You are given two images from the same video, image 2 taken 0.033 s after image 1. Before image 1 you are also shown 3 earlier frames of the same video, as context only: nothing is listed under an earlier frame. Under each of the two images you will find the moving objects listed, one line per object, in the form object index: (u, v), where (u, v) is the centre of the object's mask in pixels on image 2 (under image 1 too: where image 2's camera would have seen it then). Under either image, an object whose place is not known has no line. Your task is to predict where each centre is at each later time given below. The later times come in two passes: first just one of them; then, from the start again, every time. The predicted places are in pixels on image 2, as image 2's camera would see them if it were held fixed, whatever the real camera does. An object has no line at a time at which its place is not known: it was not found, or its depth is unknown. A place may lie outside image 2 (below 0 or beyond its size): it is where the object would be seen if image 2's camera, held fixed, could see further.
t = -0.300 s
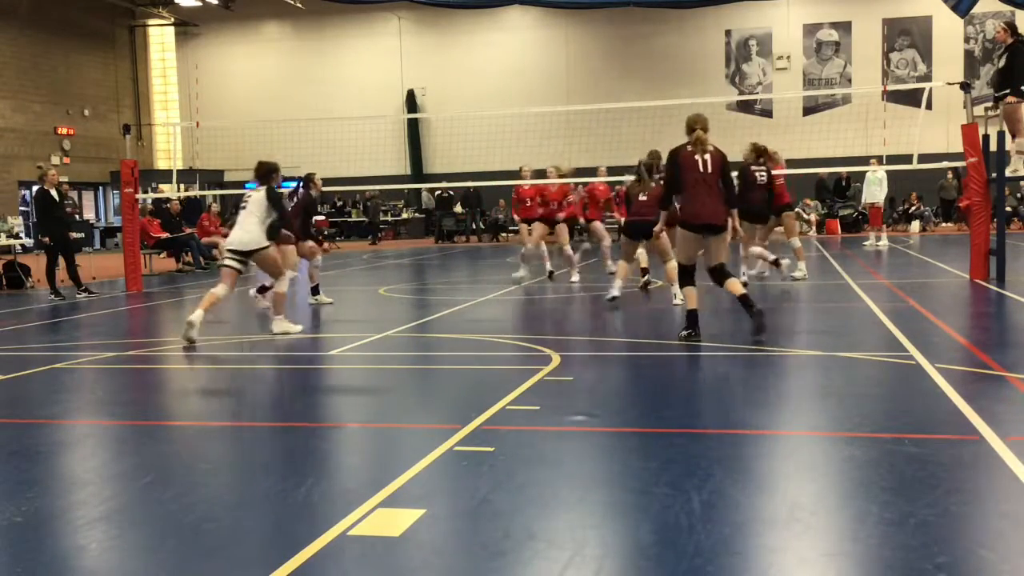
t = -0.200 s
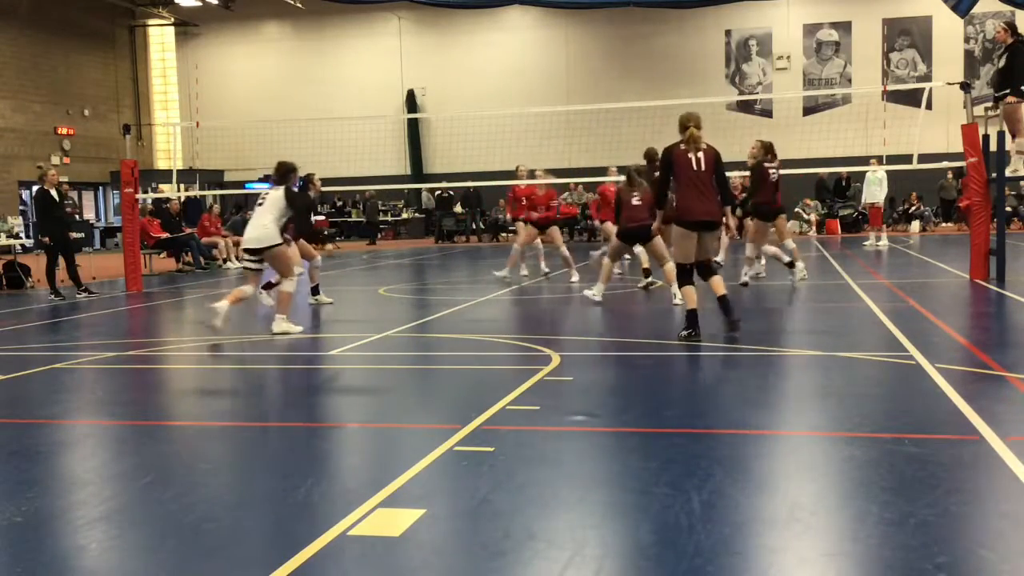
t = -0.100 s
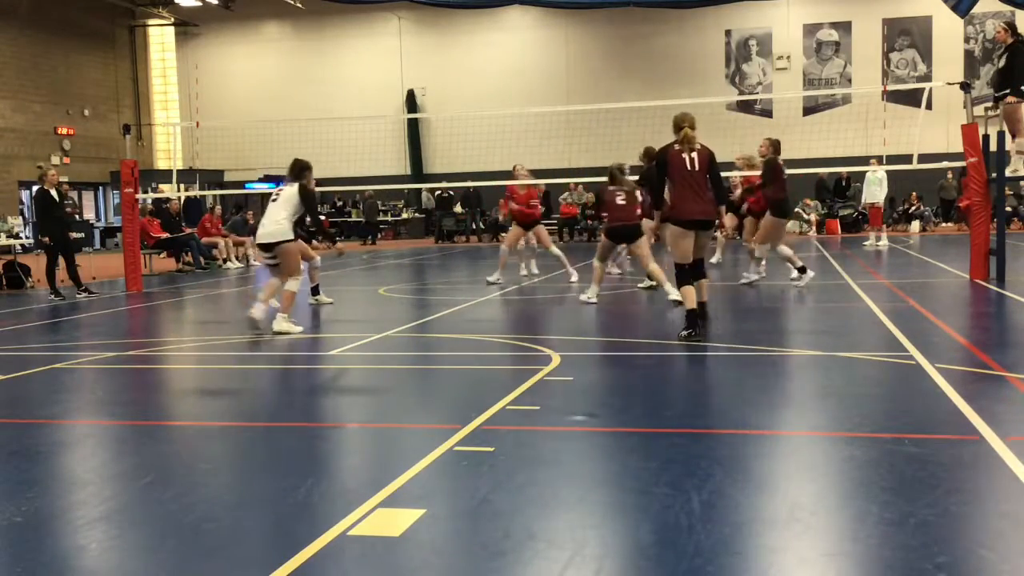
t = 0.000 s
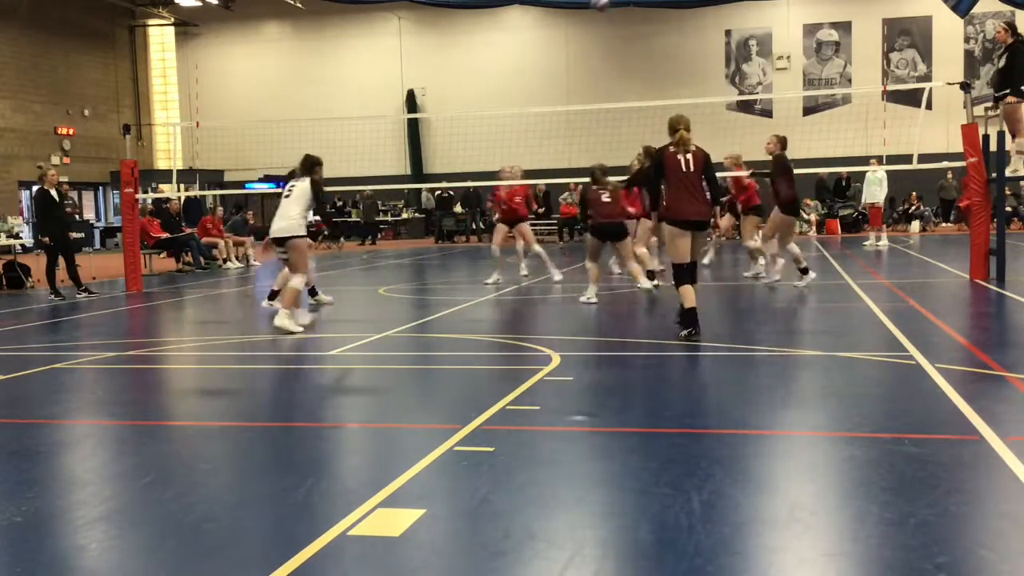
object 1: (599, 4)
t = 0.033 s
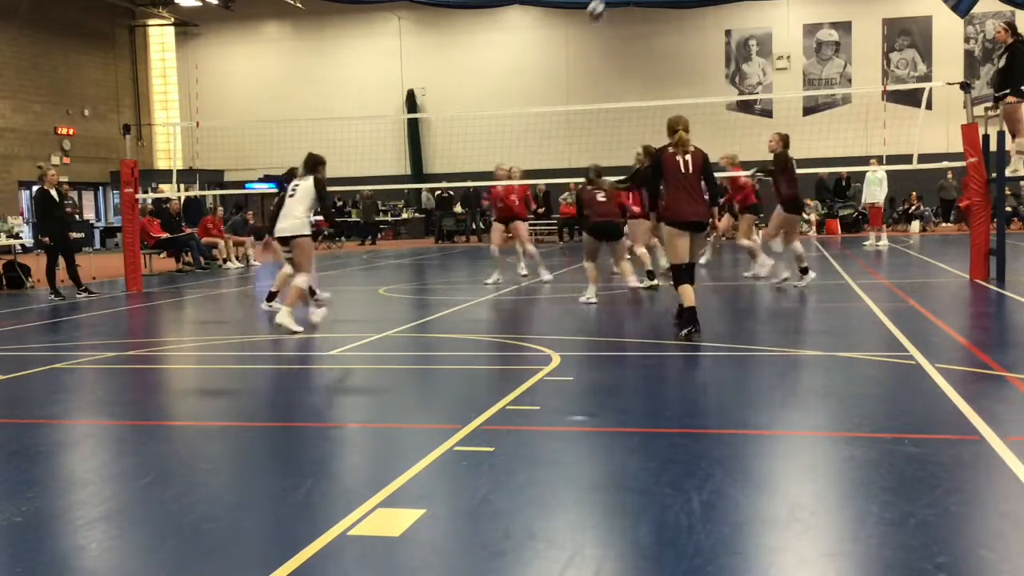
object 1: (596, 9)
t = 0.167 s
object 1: (578, 53)
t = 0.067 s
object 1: (591, 18)
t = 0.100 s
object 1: (586, 28)
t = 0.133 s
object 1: (582, 40)
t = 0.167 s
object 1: (578, 53)
